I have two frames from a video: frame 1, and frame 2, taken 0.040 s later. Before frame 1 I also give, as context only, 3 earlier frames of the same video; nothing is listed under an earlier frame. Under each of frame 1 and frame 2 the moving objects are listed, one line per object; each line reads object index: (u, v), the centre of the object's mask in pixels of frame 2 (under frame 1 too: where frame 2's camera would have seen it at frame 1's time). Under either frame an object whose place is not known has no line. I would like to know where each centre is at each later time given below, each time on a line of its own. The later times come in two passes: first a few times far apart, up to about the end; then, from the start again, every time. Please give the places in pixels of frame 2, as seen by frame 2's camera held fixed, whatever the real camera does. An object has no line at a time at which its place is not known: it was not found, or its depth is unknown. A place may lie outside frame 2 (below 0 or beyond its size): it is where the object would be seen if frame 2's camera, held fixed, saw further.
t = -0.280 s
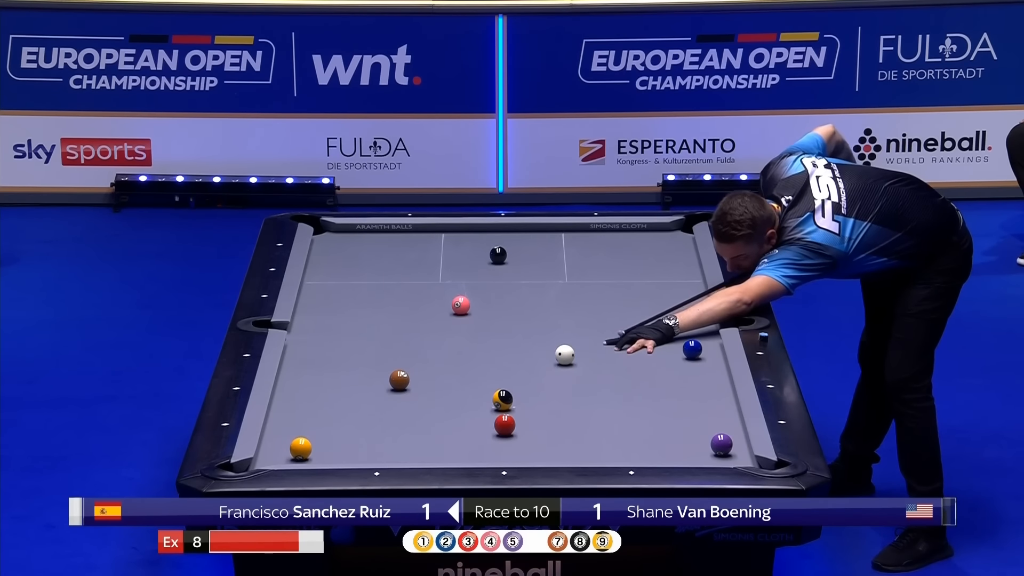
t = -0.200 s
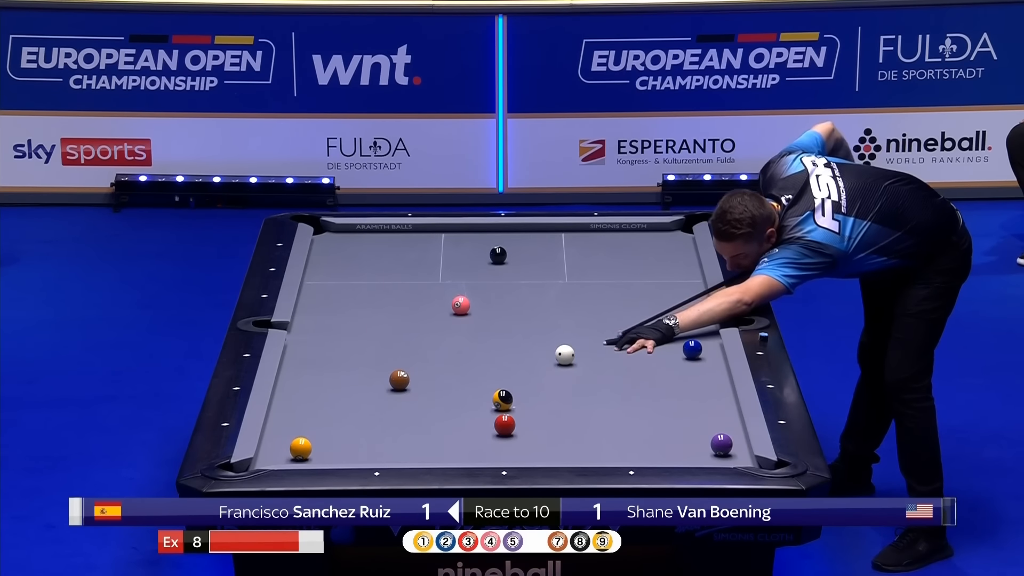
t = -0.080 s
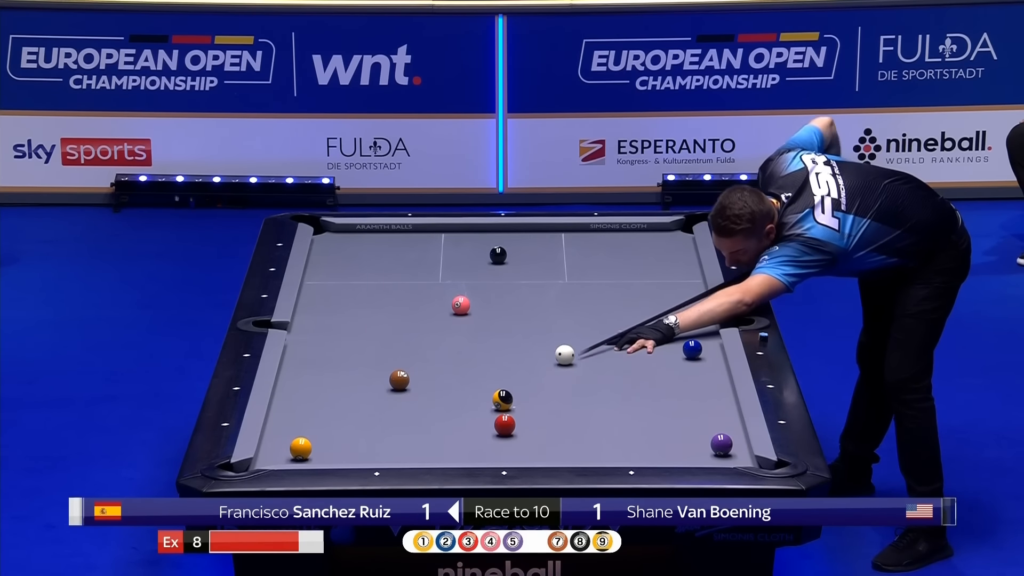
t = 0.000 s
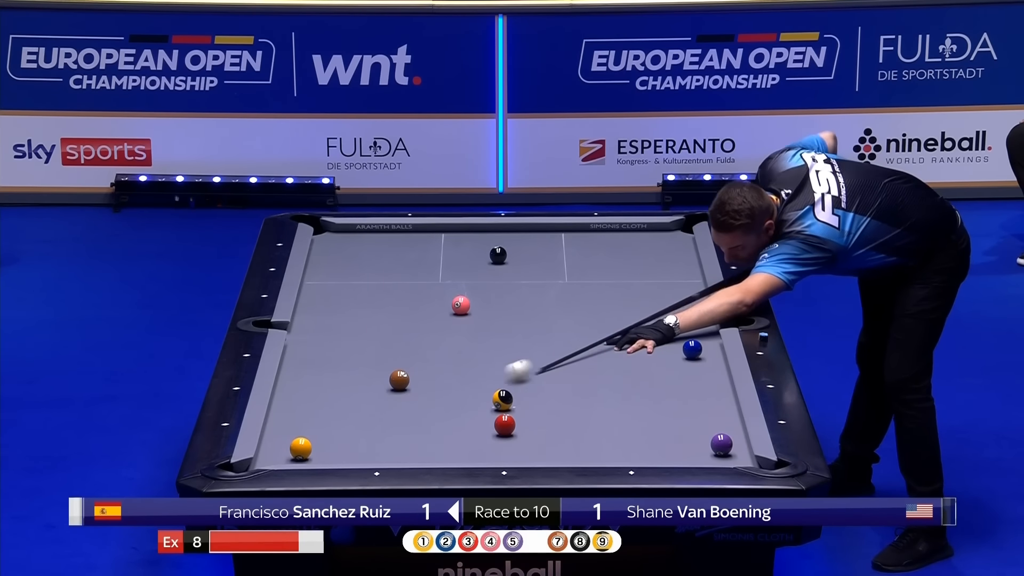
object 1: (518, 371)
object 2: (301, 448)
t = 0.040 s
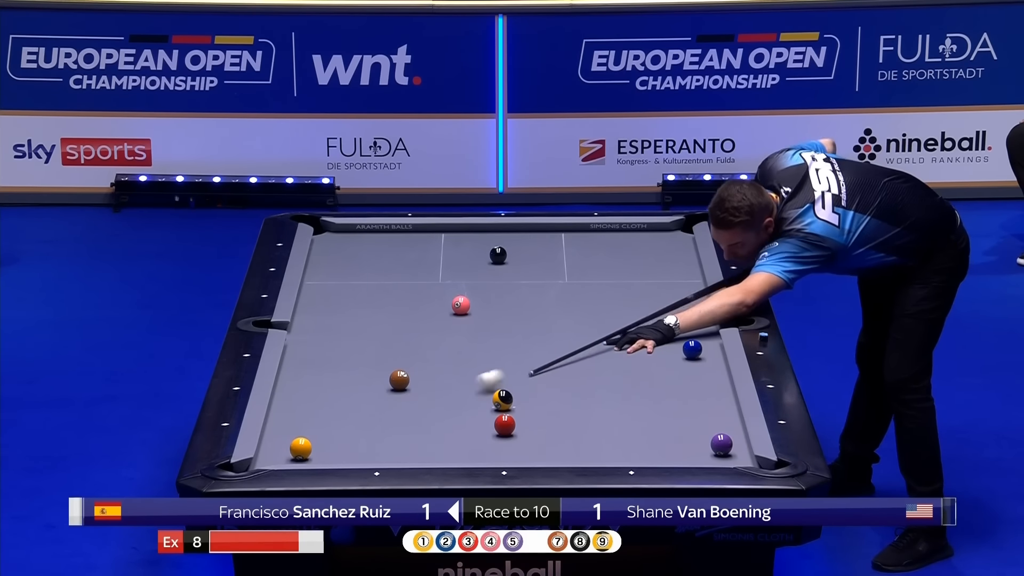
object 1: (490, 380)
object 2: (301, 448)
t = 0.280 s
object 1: (323, 441)
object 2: (300, 448)
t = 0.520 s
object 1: (319, 438)
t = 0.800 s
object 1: (340, 427)
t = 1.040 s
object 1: (357, 419)
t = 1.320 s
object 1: (375, 410)
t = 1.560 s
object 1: (390, 403)
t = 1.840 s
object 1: (405, 395)
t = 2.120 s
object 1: (420, 388)
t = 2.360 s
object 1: (431, 382)
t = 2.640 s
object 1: (443, 376)
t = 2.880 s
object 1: (452, 372)
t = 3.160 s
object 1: (462, 367)
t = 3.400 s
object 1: (469, 364)
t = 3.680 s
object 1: (476, 360)
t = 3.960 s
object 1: (482, 357)
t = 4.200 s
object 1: (486, 355)
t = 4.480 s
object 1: (490, 353)
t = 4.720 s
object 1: (493, 351)
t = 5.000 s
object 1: (495, 350)
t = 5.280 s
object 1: (496, 350)
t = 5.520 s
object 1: (496, 349)
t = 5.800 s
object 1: (496, 350)
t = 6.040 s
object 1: (496, 350)
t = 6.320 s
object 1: (496, 350)
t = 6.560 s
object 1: (496, 350)
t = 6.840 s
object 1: (496, 350)
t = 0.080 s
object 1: (462, 391)
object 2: (301, 448)
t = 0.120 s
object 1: (434, 401)
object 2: (301, 448)
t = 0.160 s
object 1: (406, 411)
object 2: (301, 448)
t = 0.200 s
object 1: (378, 421)
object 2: (301, 448)
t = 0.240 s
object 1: (350, 430)
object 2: (301, 448)
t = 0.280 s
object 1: (323, 441)
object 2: (300, 448)
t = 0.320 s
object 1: (314, 443)
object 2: (282, 453)
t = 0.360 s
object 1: (313, 443)
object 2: (254, 462)
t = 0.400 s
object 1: (314, 442)
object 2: (234, 469)
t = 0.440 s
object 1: (315, 441)
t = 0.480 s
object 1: (316, 440)
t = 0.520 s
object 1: (319, 438)
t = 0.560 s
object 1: (322, 437)
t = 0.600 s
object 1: (325, 435)
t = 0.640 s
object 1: (328, 434)
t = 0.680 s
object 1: (331, 432)
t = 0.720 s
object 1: (334, 430)
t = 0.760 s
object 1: (337, 429)
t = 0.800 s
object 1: (340, 427)
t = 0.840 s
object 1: (343, 426)
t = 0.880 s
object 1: (346, 424)
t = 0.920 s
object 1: (349, 423)
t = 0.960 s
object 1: (352, 422)
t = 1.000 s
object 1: (354, 420)
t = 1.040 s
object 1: (357, 419)
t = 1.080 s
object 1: (360, 418)
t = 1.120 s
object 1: (362, 416)
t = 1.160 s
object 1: (365, 415)
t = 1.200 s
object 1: (368, 414)
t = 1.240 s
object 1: (370, 412)
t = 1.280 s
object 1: (373, 411)
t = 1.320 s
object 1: (375, 410)
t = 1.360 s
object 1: (378, 409)
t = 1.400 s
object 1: (380, 407)
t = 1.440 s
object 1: (383, 406)
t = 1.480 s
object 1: (385, 405)
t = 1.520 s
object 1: (388, 404)
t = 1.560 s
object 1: (390, 403)
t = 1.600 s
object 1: (392, 402)
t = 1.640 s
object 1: (394, 400)
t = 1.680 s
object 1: (397, 399)
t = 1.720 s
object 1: (399, 398)
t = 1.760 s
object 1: (401, 397)
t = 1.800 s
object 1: (403, 396)
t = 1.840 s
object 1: (405, 395)
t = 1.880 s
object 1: (407, 394)
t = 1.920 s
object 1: (410, 392)
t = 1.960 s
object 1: (412, 392)
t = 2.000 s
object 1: (414, 391)
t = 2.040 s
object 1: (416, 389)
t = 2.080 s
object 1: (418, 389)
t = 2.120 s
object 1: (420, 388)
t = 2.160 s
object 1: (422, 387)
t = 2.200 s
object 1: (424, 386)
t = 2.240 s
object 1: (426, 385)
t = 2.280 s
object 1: (427, 384)
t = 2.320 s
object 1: (429, 383)
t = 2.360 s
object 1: (431, 382)
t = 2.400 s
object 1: (433, 381)
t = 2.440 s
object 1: (434, 381)
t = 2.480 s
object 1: (436, 380)
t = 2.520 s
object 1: (438, 379)
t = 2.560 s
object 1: (440, 378)
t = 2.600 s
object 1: (441, 377)
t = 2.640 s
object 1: (443, 376)
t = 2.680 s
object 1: (445, 376)
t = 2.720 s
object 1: (446, 375)
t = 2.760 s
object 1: (448, 374)
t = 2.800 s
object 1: (449, 373)
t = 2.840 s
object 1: (451, 373)
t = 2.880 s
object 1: (452, 372)
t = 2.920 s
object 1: (454, 371)
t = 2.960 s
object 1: (455, 371)
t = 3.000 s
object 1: (457, 370)
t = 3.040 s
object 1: (458, 369)
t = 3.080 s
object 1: (459, 369)
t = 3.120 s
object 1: (461, 368)
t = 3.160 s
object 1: (462, 367)
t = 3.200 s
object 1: (463, 367)
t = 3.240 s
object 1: (465, 366)
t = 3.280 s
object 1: (466, 365)
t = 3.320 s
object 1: (467, 365)
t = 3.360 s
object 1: (468, 364)
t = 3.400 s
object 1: (469, 364)
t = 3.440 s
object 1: (470, 363)
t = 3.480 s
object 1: (471, 363)
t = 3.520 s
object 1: (472, 362)
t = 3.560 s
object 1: (473, 361)
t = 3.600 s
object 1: (474, 361)
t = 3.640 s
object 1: (475, 361)
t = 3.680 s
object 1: (476, 360)
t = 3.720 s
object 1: (477, 360)
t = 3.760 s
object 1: (478, 359)
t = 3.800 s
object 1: (478, 359)
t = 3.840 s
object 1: (479, 358)
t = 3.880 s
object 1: (480, 358)
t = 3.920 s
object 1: (481, 357)
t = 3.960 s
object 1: (482, 357)
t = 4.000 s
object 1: (483, 356)
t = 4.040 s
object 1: (483, 356)
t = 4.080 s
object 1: (484, 356)
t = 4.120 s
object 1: (484, 356)
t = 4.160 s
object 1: (485, 355)
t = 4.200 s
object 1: (486, 355)
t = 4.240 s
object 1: (486, 355)
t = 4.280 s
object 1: (487, 354)
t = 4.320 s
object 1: (488, 354)
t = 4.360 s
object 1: (488, 353)
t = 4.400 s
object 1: (489, 353)
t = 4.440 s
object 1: (489, 353)
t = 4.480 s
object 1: (490, 353)
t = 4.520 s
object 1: (490, 352)
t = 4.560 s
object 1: (491, 352)
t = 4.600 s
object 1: (491, 352)
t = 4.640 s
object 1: (492, 352)
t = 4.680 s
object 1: (492, 351)
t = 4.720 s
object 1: (493, 351)
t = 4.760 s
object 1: (493, 351)
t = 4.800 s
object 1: (493, 351)
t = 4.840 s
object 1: (494, 351)
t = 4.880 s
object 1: (494, 351)
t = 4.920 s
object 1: (494, 351)
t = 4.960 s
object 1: (495, 350)
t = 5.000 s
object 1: (495, 350)
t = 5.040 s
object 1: (495, 350)
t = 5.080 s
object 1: (495, 350)
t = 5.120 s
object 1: (496, 350)
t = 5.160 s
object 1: (496, 350)
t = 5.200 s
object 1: (496, 350)
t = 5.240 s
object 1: (496, 350)
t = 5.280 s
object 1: (496, 350)
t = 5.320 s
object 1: (496, 350)
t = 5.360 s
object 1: (496, 350)
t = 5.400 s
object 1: (496, 350)
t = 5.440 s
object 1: (496, 350)
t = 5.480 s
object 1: (496, 349)
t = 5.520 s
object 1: (496, 349)
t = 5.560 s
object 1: (496, 350)
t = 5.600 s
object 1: (496, 350)
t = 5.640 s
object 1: (496, 350)
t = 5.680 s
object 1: (496, 350)
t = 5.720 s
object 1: (496, 350)
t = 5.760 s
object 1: (496, 350)
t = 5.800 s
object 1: (496, 350)
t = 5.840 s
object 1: (496, 350)
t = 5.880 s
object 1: (496, 350)
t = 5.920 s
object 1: (496, 350)
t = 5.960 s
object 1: (496, 350)
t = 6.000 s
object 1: (496, 350)
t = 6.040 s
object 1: (496, 350)
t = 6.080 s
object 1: (496, 350)
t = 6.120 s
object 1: (496, 350)
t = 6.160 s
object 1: (496, 350)
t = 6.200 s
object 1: (496, 350)
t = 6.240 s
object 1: (496, 350)
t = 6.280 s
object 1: (496, 350)
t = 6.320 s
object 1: (496, 350)
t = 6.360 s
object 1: (496, 350)
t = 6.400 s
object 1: (496, 350)
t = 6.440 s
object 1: (496, 350)
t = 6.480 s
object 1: (496, 350)
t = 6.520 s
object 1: (496, 350)
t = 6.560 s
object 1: (496, 350)
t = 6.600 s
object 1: (496, 350)
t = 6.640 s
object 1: (496, 350)
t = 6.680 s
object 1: (496, 350)
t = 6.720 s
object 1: (496, 350)
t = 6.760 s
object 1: (496, 350)
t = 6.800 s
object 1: (496, 350)
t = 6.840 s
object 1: (496, 350)
